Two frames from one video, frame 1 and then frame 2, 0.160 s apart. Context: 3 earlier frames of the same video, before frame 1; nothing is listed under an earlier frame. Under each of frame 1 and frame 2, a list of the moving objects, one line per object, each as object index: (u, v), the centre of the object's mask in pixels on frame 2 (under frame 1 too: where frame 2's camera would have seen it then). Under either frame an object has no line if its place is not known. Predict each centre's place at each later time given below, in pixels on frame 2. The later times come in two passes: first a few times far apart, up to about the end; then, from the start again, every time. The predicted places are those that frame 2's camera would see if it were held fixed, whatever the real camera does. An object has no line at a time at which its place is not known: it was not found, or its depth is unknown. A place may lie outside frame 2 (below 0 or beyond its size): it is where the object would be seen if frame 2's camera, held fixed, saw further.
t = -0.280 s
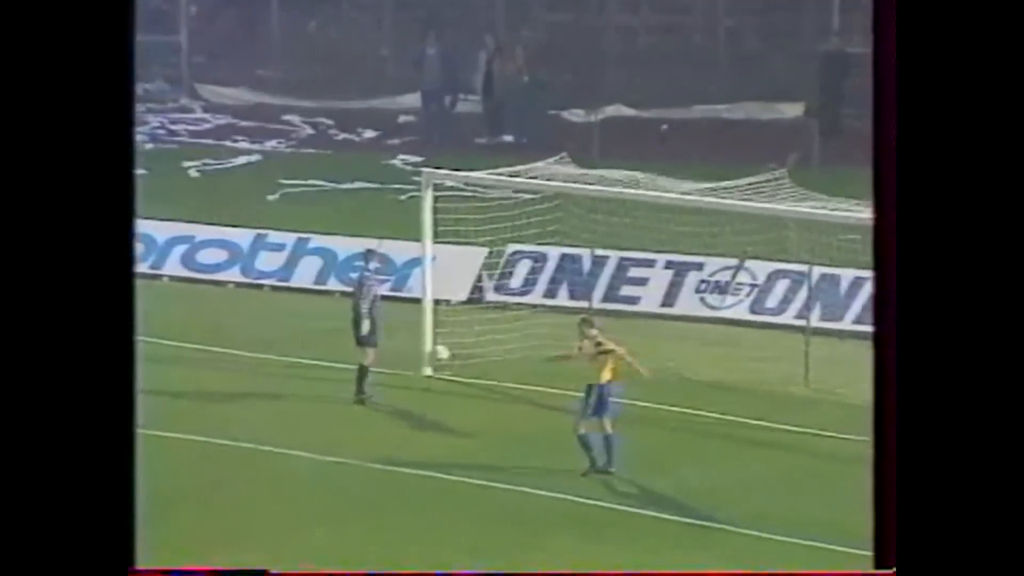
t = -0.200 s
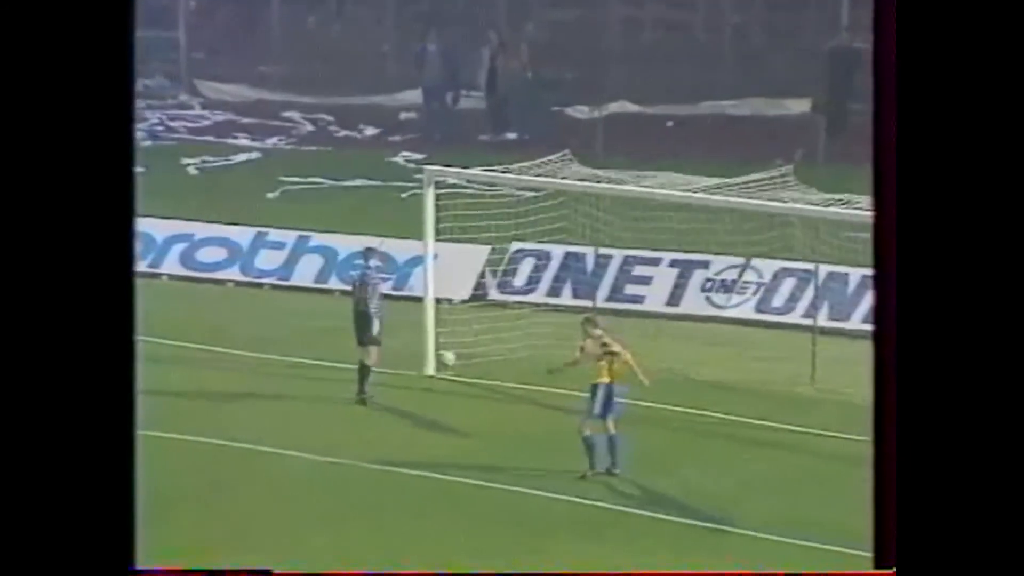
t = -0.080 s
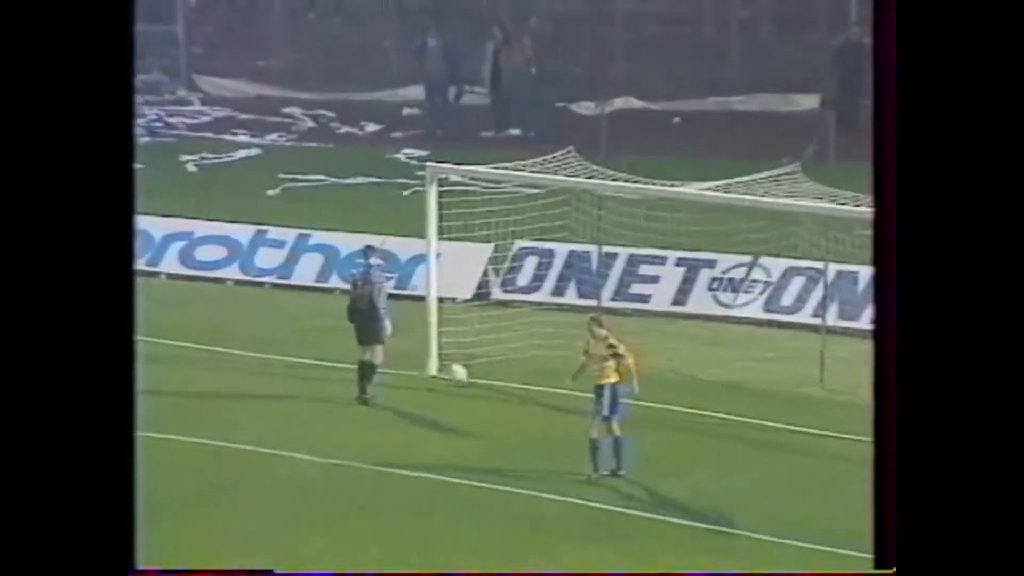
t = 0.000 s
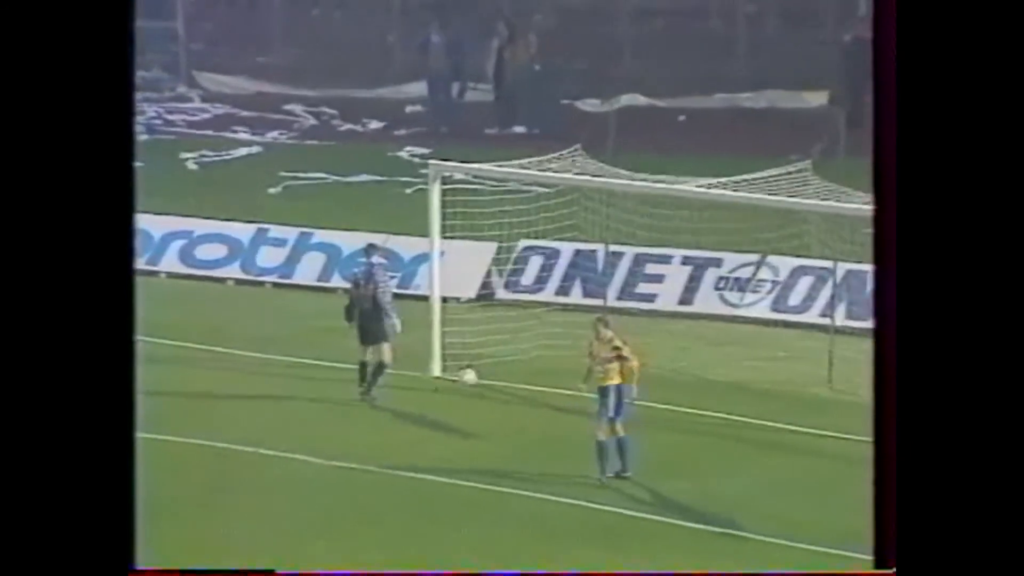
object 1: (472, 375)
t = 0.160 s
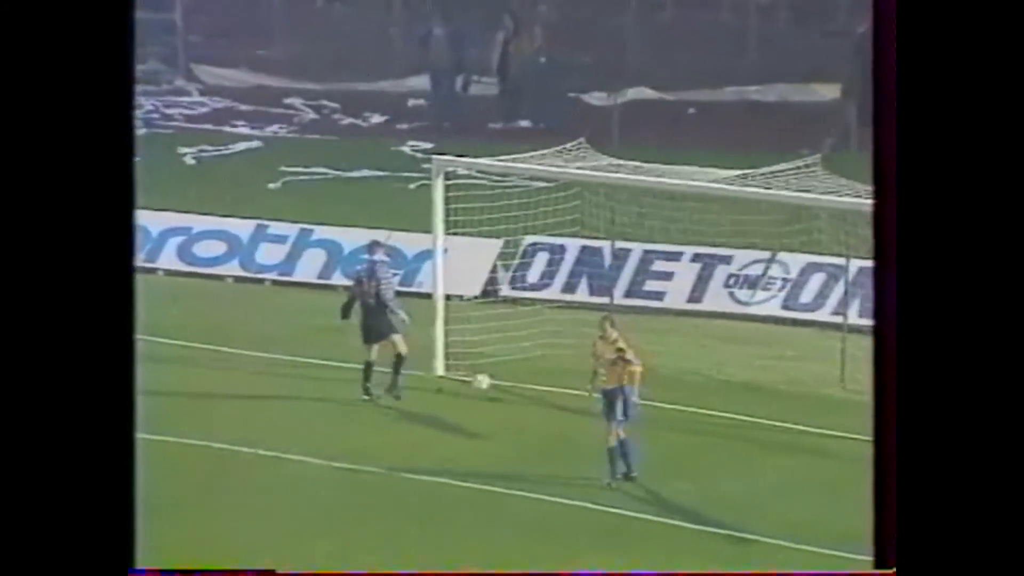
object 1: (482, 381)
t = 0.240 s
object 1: (489, 392)
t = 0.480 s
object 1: (498, 403)
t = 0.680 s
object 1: (504, 413)
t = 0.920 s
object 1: (510, 423)
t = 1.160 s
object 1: (515, 434)
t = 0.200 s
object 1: (486, 386)
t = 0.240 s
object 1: (489, 392)
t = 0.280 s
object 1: (490, 393)
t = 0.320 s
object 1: (493, 393)
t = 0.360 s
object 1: (495, 395)
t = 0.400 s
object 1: (496, 398)
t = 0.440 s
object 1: (499, 401)
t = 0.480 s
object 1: (498, 403)
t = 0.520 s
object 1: (500, 404)
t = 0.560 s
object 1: (501, 407)
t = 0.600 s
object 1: (503, 409)
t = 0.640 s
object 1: (504, 410)
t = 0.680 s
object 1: (504, 413)
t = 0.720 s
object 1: (505, 415)
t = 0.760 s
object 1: (506, 417)
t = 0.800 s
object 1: (507, 419)
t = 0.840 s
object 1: (508, 420)
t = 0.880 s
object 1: (509, 421)
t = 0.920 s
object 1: (510, 423)
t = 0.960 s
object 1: (511, 427)
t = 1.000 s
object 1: (511, 427)
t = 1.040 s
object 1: (513, 429)
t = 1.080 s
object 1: (514, 432)
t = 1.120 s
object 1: (515, 434)
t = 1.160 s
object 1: (515, 434)
